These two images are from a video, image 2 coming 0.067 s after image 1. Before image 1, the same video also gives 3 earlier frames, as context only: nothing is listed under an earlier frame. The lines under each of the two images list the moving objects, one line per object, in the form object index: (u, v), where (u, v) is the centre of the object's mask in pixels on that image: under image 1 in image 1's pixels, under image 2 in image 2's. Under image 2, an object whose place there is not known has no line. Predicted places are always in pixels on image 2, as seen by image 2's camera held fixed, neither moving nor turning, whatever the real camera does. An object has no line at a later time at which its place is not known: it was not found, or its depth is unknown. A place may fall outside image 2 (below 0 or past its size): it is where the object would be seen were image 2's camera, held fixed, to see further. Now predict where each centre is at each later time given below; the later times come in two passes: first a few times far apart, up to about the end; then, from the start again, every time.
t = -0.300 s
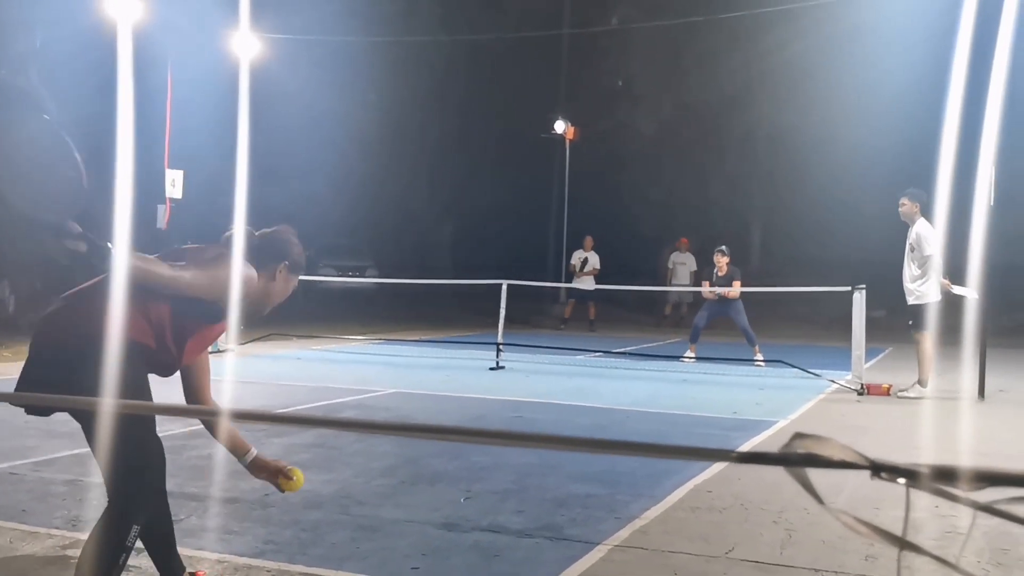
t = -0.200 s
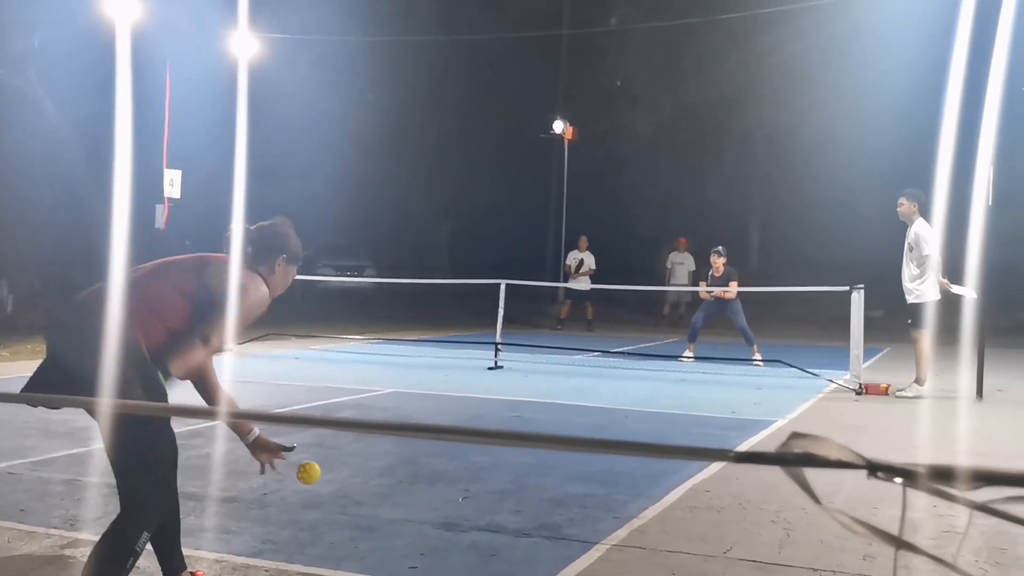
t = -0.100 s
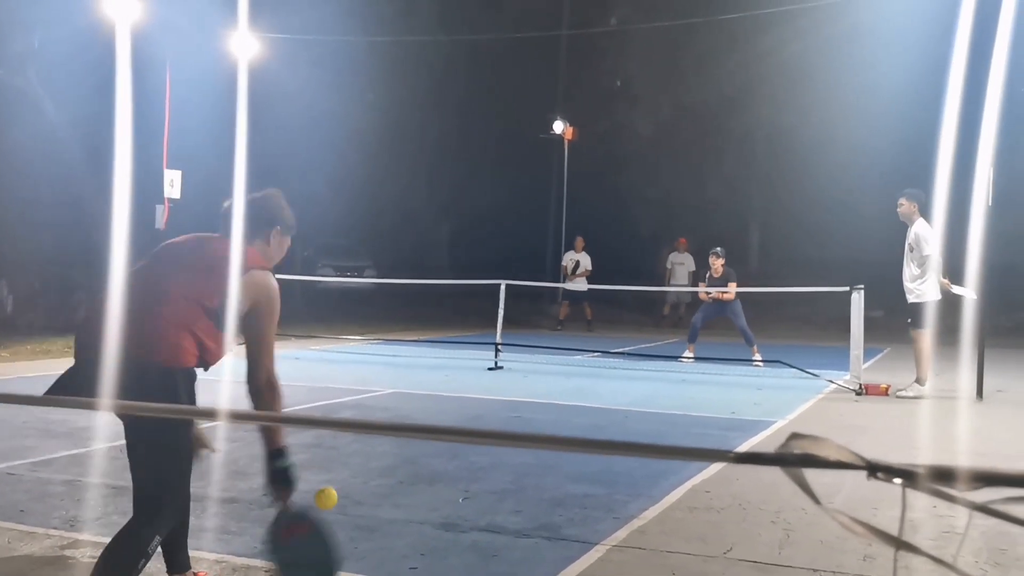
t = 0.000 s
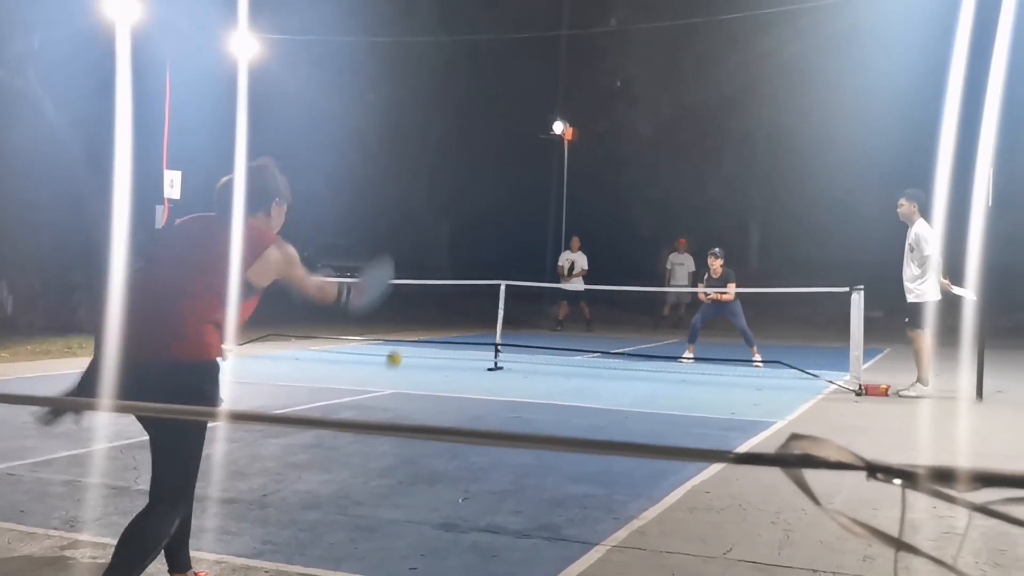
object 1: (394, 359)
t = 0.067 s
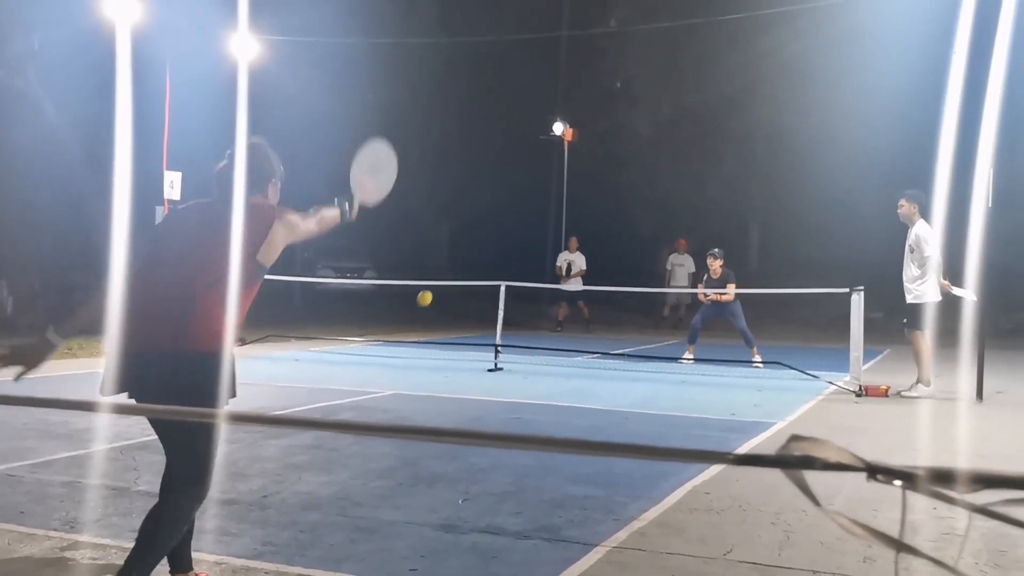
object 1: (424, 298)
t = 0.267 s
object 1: (468, 237)
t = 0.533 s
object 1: (490, 254)
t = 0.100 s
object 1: (436, 278)
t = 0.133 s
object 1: (444, 264)
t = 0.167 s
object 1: (452, 253)
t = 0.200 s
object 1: (458, 246)
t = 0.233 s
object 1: (463, 240)
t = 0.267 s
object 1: (468, 237)
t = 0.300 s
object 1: (472, 235)
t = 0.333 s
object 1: (476, 235)
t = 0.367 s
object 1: (479, 236)
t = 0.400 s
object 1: (482, 238)
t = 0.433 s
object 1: (484, 241)
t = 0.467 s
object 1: (486, 245)
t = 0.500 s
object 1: (488, 249)
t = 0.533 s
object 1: (490, 254)
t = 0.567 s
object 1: (491, 260)
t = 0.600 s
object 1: (493, 266)
